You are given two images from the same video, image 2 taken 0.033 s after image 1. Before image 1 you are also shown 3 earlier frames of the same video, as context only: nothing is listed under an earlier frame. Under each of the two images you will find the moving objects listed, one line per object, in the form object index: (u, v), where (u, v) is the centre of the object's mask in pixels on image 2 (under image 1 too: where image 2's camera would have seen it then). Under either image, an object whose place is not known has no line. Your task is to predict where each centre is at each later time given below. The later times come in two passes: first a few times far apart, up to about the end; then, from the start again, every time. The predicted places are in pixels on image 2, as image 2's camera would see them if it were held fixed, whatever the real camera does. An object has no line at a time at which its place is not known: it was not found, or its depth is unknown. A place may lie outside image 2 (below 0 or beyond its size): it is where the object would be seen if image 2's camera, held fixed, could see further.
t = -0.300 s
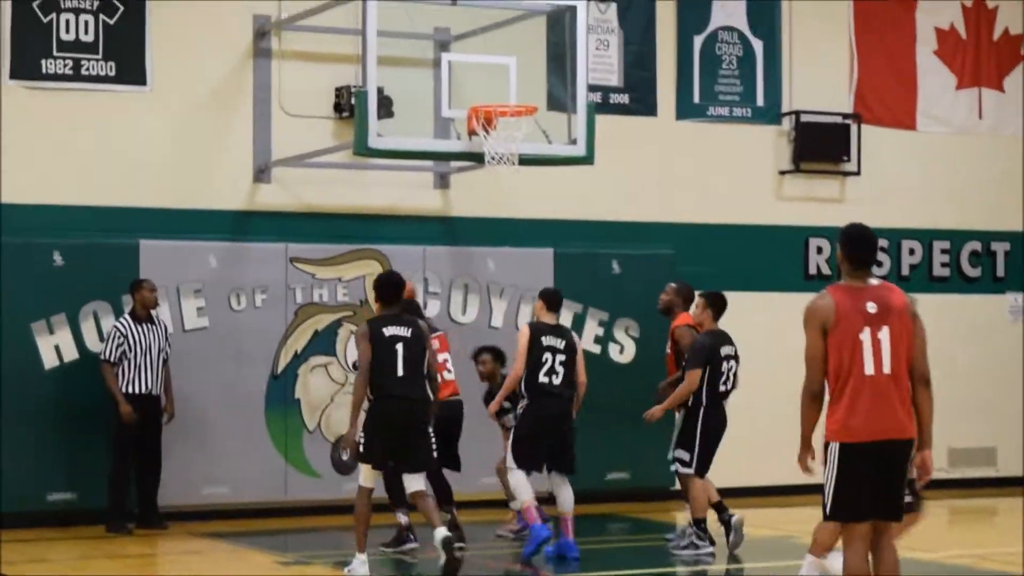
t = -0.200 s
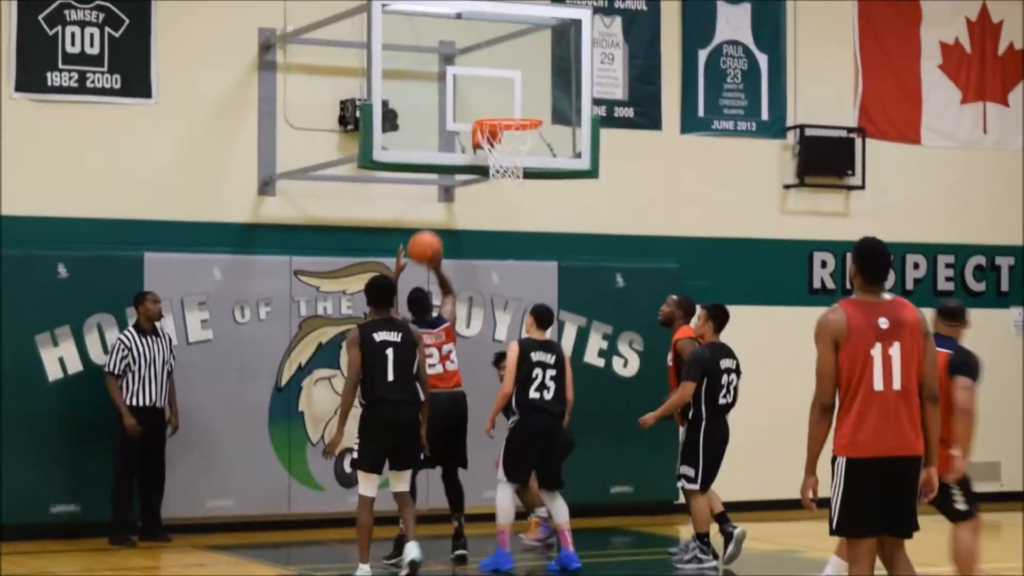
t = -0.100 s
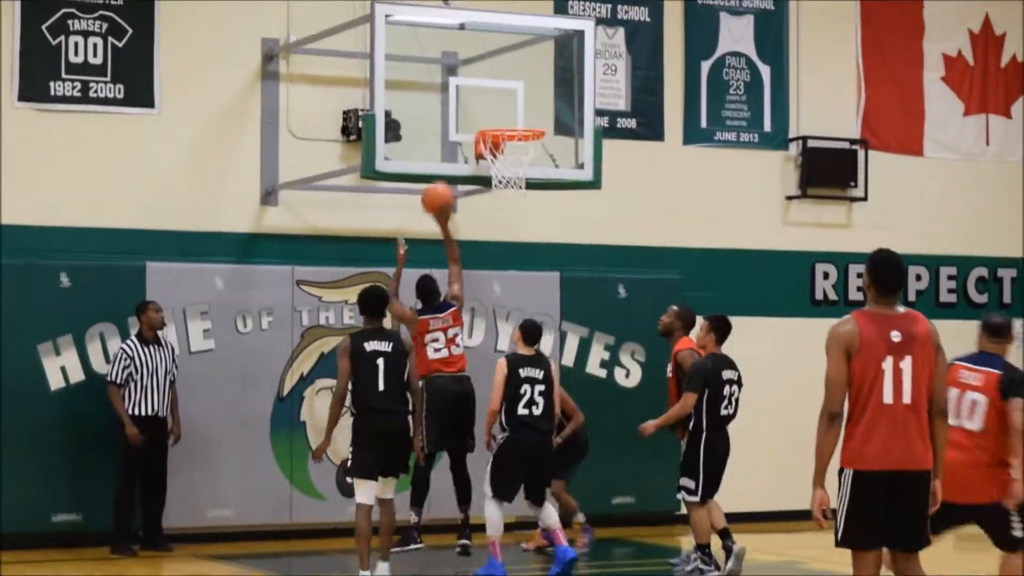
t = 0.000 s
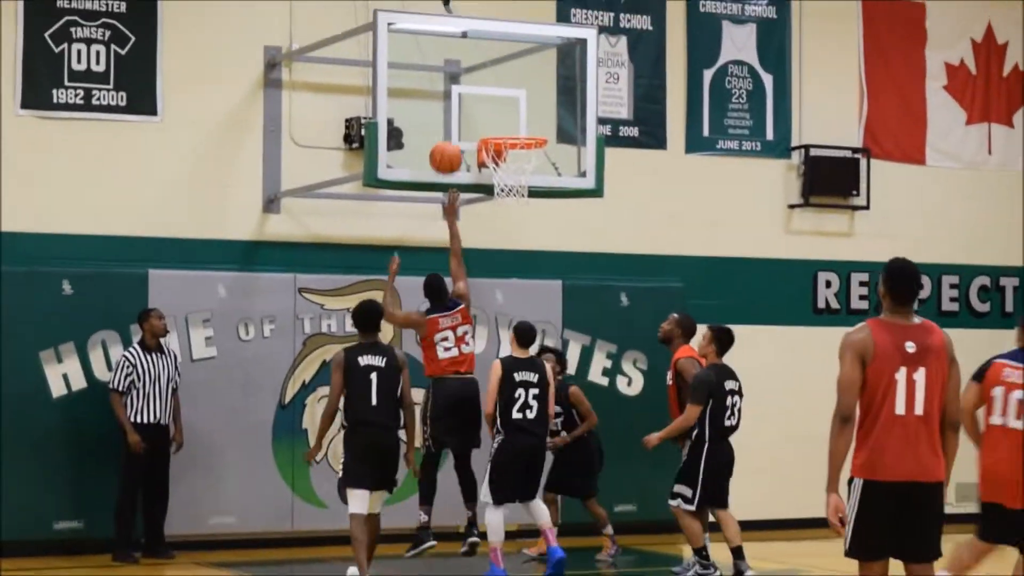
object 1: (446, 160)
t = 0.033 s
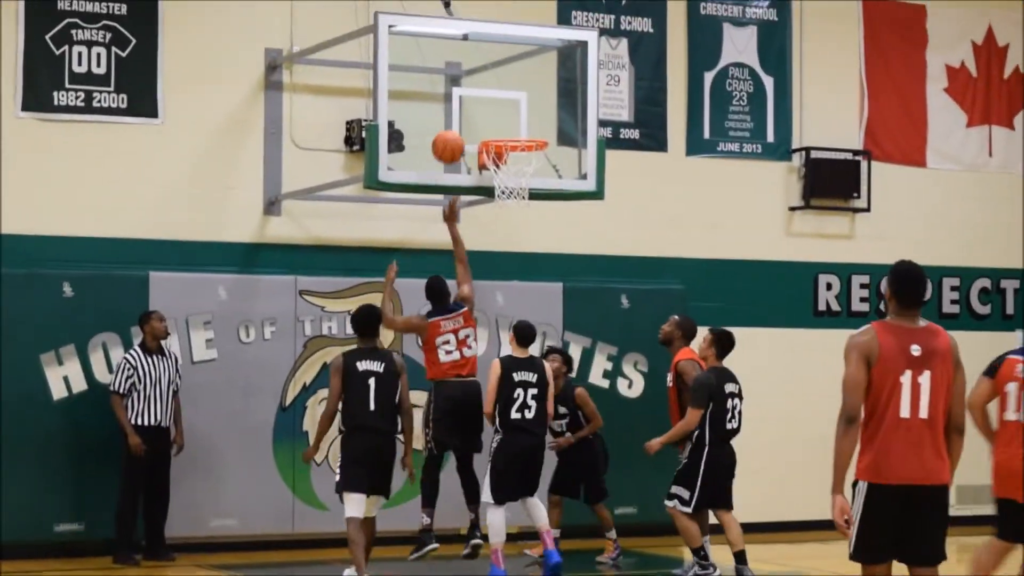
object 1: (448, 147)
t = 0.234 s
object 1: (473, 119)
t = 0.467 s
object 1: (496, 123)
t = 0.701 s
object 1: (520, 160)
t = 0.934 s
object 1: (522, 219)
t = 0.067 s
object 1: (450, 135)
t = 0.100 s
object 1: (452, 125)
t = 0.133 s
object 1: (456, 121)
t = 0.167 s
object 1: (461, 119)
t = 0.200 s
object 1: (467, 118)
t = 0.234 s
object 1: (473, 119)
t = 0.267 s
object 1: (478, 121)
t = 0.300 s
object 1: (483, 124)
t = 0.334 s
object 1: (486, 121)
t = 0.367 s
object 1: (489, 120)
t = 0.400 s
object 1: (491, 120)
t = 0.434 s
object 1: (494, 121)
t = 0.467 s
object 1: (496, 123)
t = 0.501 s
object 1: (499, 126)
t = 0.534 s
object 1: (502, 127)
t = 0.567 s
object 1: (506, 129)
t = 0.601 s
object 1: (510, 131)
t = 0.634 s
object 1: (515, 143)
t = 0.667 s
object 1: (520, 157)
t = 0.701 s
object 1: (520, 160)
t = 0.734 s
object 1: (523, 170)
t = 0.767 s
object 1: (526, 178)
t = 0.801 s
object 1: (526, 185)
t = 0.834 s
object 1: (525, 191)
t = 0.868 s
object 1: (524, 200)
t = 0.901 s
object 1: (523, 210)
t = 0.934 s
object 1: (522, 219)
